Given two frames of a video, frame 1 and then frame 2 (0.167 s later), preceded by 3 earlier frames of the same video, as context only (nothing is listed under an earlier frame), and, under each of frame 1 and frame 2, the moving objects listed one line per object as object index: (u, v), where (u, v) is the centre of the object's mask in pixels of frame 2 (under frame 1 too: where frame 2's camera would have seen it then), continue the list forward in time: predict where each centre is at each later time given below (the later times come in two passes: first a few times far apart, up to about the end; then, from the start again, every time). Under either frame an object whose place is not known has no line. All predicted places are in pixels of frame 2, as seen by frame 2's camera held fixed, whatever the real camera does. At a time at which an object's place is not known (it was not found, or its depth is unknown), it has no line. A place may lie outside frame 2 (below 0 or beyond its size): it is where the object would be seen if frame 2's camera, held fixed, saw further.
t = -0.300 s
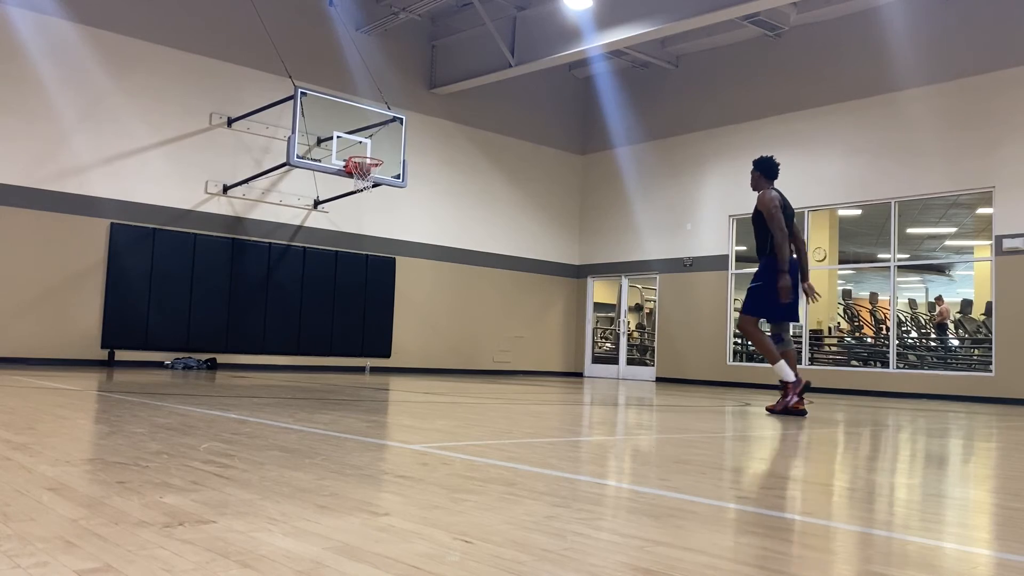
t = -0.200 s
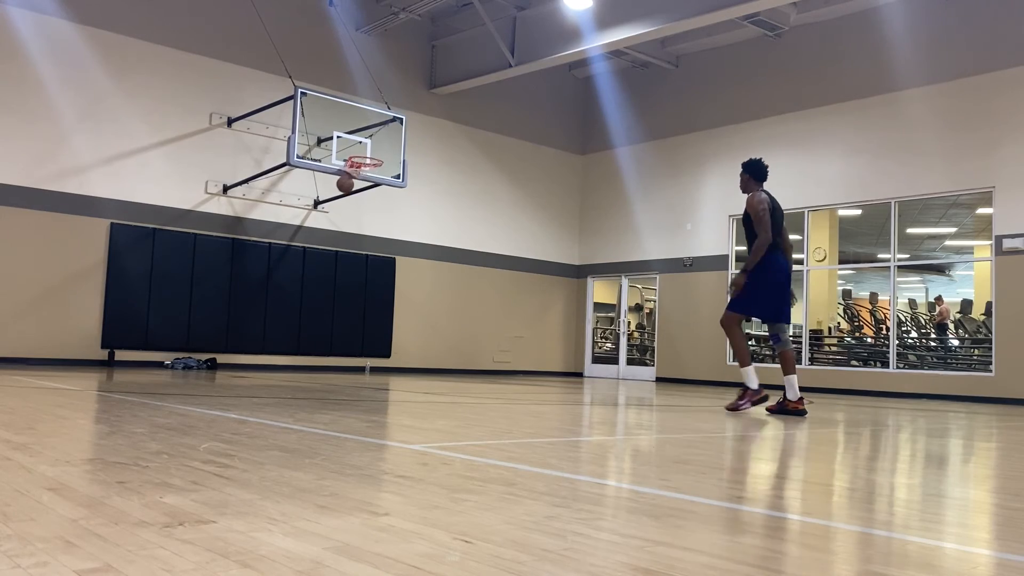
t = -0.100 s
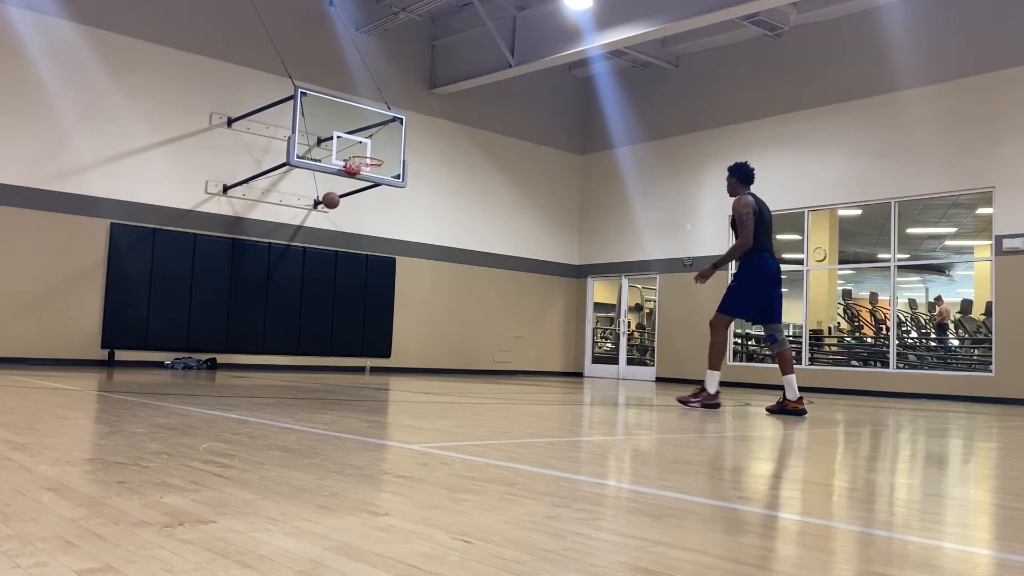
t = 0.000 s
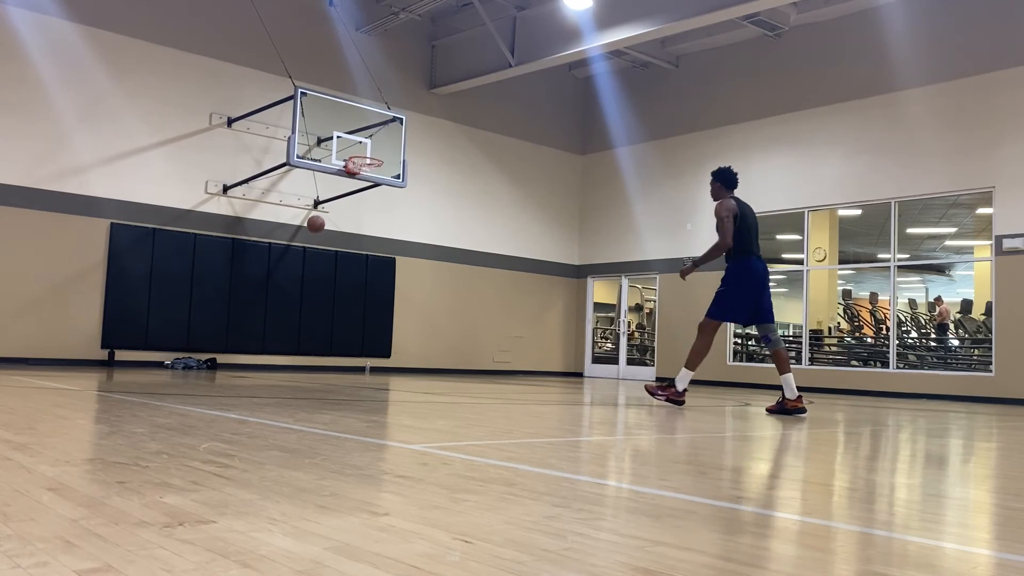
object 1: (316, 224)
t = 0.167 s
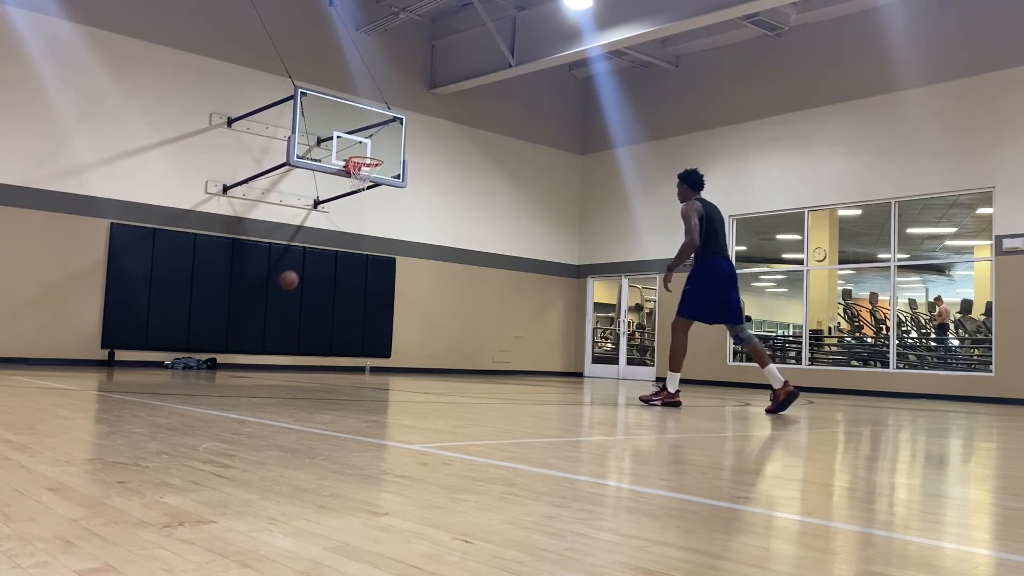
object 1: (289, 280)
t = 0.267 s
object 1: (271, 324)
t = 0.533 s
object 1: (250, 296)
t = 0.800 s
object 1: (238, 237)
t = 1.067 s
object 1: (220, 232)
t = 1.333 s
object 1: (197, 289)
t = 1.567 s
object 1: (175, 346)
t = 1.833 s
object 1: (158, 269)
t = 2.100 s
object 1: (134, 257)
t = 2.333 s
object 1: (107, 308)
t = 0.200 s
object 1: (283, 294)
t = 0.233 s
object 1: (277, 308)
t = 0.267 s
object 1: (271, 324)
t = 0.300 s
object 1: (265, 341)
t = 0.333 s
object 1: (259, 359)
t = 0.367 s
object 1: (255, 360)
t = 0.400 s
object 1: (254, 345)
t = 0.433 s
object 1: (254, 332)
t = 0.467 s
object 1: (252, 319)
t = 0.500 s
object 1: (251, 307)
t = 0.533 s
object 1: (250, 296)
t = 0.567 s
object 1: (249, 286)
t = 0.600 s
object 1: (247, 276)
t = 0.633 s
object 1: (246, 268)
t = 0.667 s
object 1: (244, 260)
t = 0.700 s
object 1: (243, 253)
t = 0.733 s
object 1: (241, 247)
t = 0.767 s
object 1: (239, 241)
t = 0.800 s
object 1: (238, 237)
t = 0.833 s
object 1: (236, 233)
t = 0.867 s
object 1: (233, 230)
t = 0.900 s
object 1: (231, 228)
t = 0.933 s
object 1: (229, 227)
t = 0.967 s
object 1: (227, 227)
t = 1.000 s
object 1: (225, 227)
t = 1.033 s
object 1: (223, 229)
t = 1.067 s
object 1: (220, 232)
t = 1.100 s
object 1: (218, 235)
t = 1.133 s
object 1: (215, 240)
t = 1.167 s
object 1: (212, 245)
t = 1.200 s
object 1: (209, 252)
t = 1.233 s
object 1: (207, 259)
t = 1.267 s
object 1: (203, 268)
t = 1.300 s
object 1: (200, 278)
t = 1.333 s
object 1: (197, 289)
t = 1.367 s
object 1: (194, 301)
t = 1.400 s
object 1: (190, 314)
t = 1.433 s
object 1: (187, 329)
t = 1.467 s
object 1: (184, 343)
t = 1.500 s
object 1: (180, 361)
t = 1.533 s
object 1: (177, 360)
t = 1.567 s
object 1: (175, 346)
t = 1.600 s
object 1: (174, 333)
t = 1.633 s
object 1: (172, 322)
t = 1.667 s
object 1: (170, 310)
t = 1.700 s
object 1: (167, 300)
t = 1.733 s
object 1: (166, 290)
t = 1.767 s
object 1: (163, 282)
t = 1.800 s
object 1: (161, 275)
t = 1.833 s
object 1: (158, 269)
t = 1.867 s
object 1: (155, 264)
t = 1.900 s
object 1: (153, 259)
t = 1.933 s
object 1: (150, 256)
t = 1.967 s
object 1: (147, 254)
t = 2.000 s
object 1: (144, 253)
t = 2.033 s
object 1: (141, 253)
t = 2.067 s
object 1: (138, 255)
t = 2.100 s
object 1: (134, 257)
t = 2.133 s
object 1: (131, 260)
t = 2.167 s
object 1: (127, 265)
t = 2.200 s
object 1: (123, 271)
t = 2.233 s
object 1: (119, 278)
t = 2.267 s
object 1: (115, 287)
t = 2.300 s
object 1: (111, 297)
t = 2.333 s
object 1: (107, 308)
